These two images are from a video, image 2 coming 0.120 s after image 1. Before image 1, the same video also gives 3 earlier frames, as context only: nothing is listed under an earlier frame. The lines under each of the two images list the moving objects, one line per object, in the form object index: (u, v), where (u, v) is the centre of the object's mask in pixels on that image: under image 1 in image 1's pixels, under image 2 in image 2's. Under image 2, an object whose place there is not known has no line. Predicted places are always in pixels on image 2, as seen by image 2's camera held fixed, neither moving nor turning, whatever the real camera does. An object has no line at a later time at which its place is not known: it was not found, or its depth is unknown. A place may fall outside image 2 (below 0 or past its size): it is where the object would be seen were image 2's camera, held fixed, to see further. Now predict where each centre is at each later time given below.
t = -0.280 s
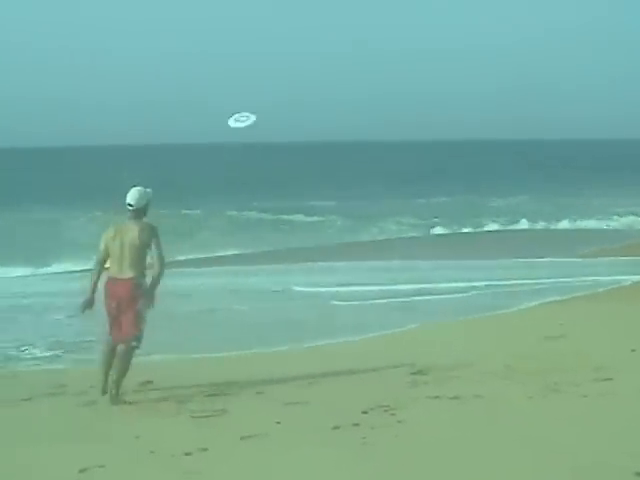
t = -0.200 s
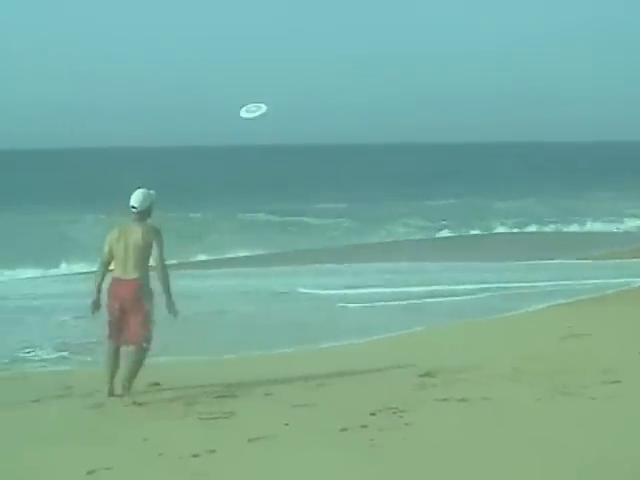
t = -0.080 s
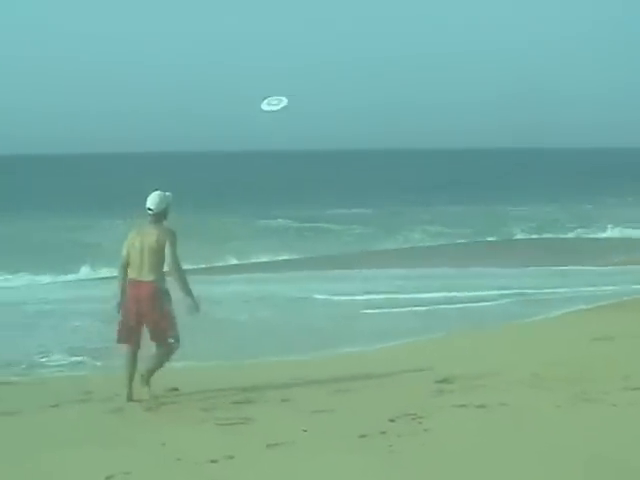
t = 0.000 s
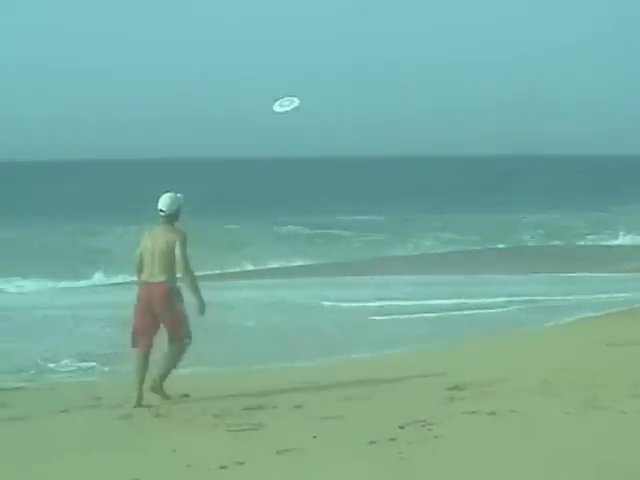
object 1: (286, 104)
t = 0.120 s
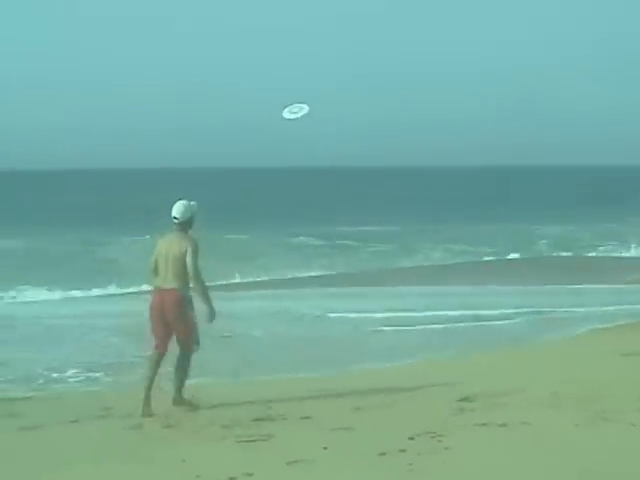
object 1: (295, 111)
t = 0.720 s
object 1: (265, 180)
